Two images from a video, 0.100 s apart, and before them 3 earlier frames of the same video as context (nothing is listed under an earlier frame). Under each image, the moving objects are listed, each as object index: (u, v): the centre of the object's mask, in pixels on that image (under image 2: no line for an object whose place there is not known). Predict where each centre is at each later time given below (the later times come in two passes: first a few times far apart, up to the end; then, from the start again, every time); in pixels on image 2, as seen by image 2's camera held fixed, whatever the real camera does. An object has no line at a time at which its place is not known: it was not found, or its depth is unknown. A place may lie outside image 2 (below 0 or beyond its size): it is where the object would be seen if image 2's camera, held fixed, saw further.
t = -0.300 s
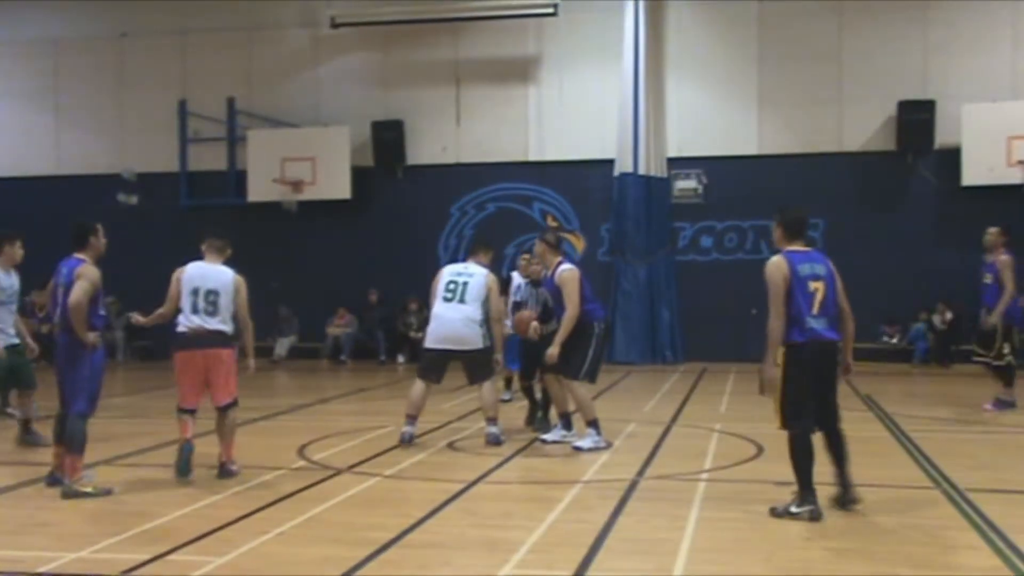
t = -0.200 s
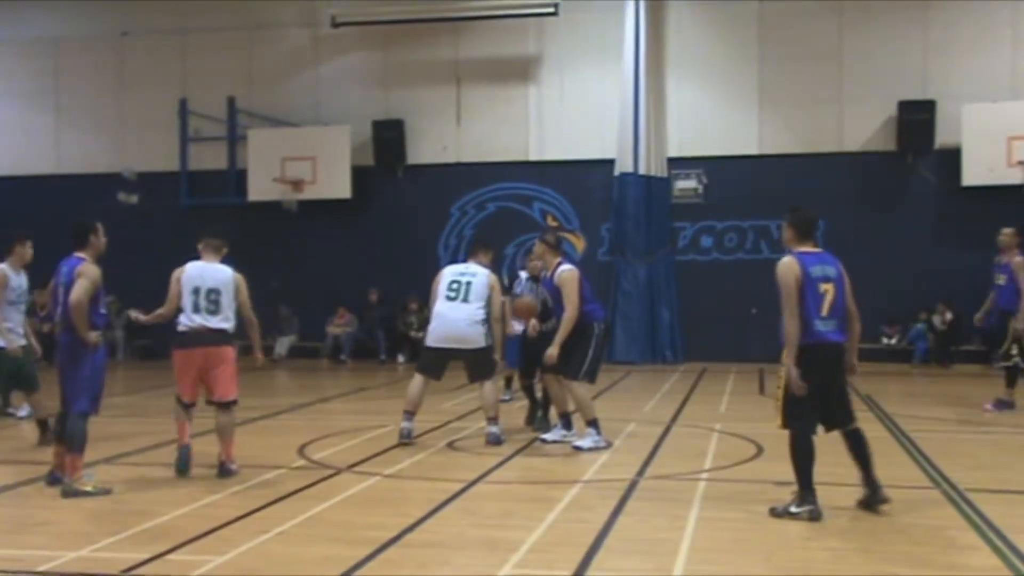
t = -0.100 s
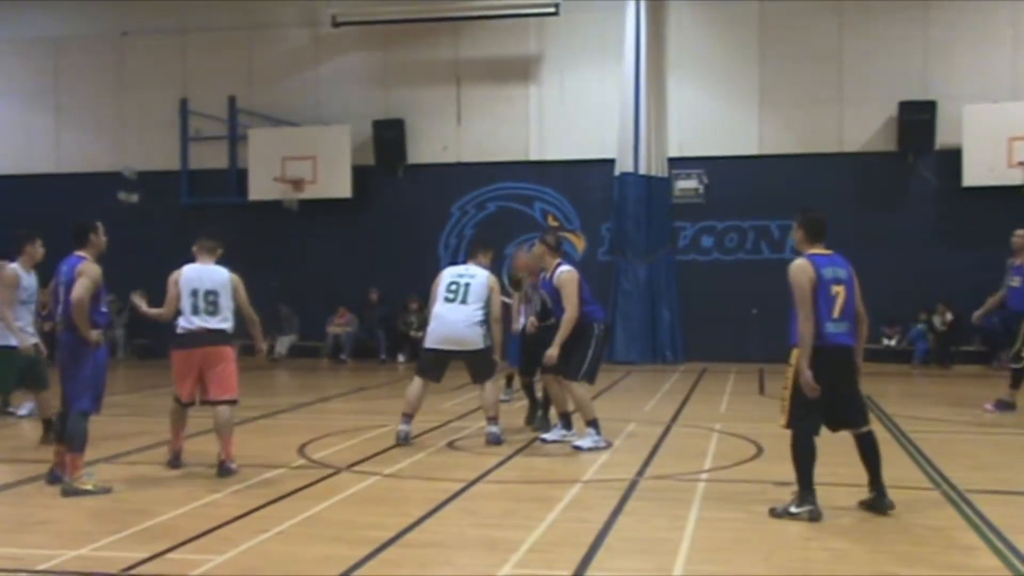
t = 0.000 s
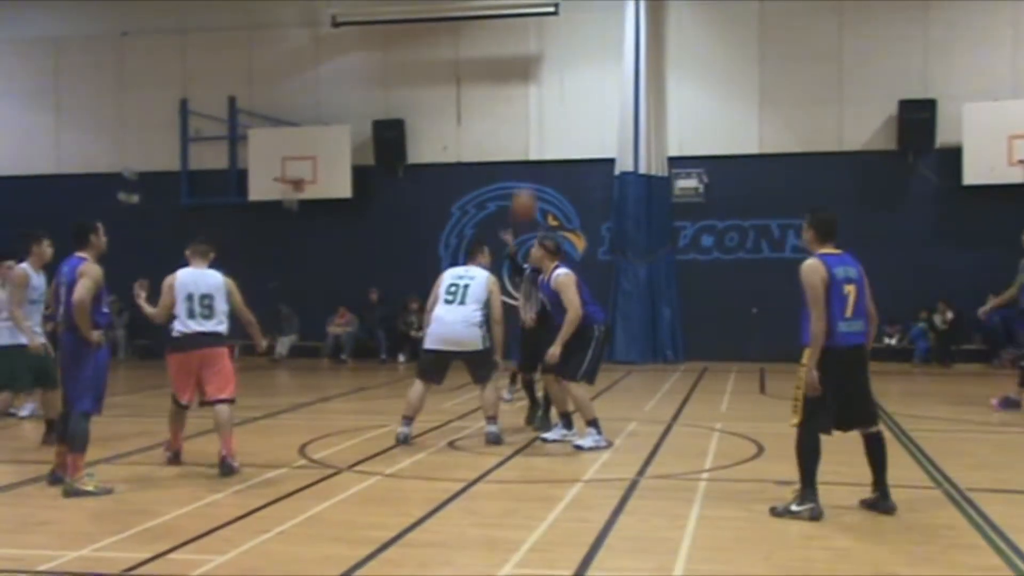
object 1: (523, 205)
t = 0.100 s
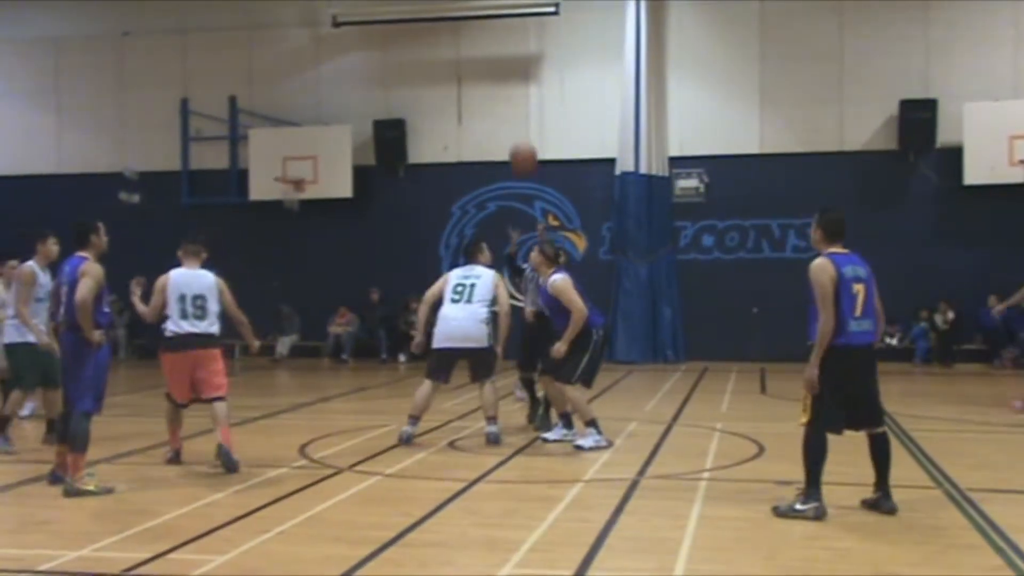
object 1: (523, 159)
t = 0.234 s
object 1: (522, 114)
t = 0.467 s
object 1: (522, 85)
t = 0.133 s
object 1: (523, 144)
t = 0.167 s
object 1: (523, 133)
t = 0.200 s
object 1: (522, 123)
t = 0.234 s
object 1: (522, 114)
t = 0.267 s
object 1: (522, 106)
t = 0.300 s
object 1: (522, 99)
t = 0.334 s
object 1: (523, 93)
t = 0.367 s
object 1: (522, 90)
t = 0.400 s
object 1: (522, 86)
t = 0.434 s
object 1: (522, 85)
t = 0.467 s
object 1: (522, 85)
